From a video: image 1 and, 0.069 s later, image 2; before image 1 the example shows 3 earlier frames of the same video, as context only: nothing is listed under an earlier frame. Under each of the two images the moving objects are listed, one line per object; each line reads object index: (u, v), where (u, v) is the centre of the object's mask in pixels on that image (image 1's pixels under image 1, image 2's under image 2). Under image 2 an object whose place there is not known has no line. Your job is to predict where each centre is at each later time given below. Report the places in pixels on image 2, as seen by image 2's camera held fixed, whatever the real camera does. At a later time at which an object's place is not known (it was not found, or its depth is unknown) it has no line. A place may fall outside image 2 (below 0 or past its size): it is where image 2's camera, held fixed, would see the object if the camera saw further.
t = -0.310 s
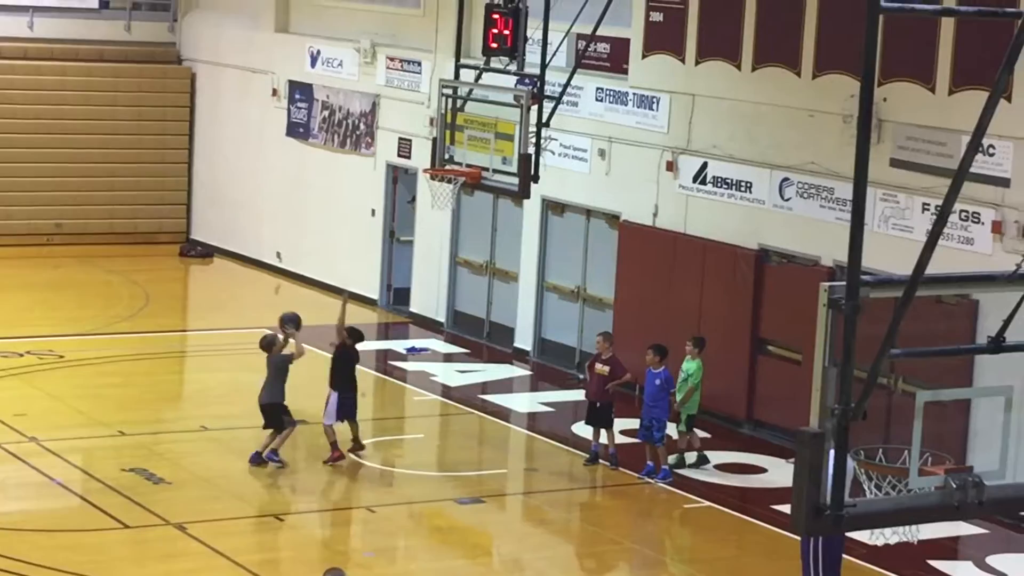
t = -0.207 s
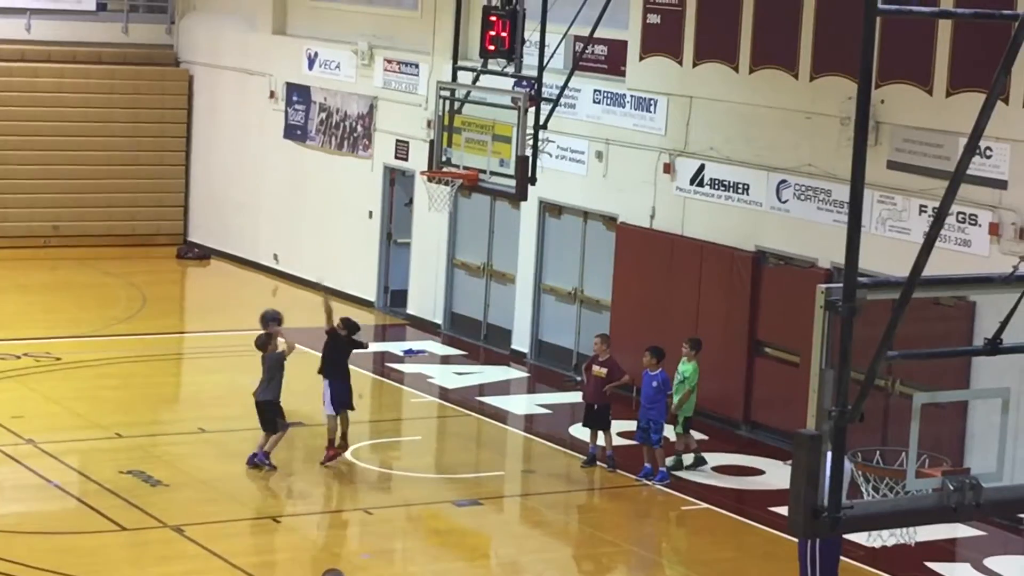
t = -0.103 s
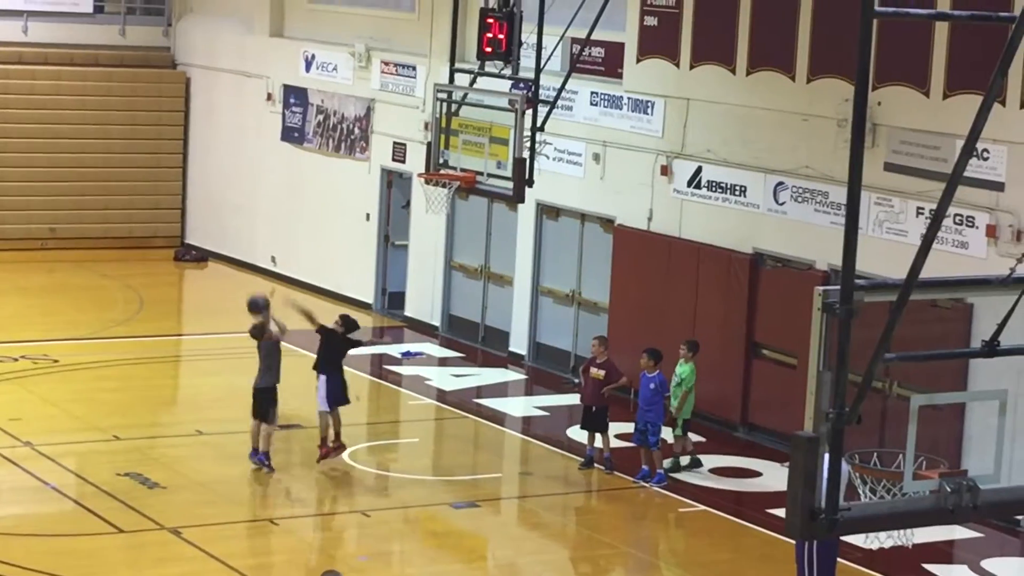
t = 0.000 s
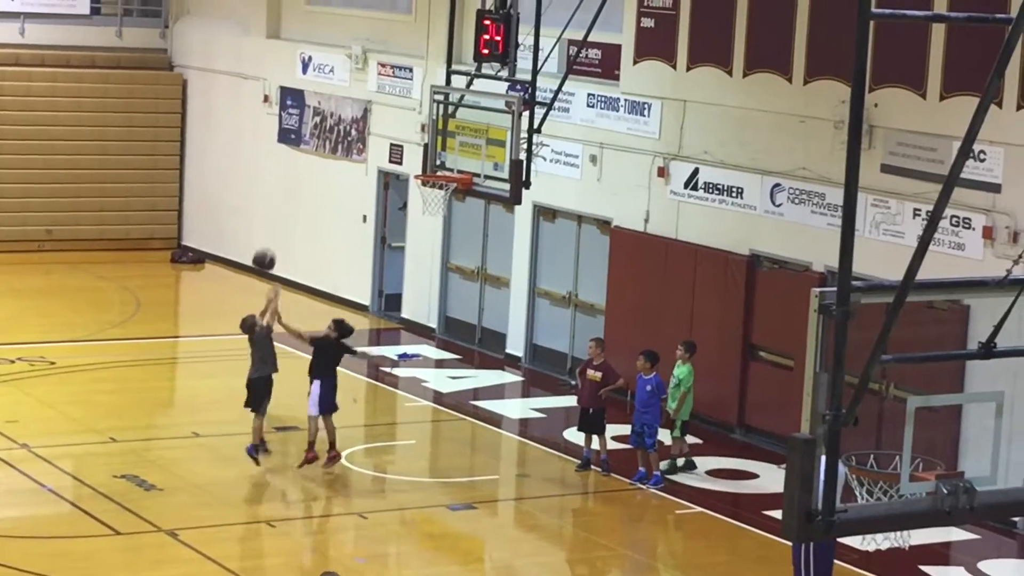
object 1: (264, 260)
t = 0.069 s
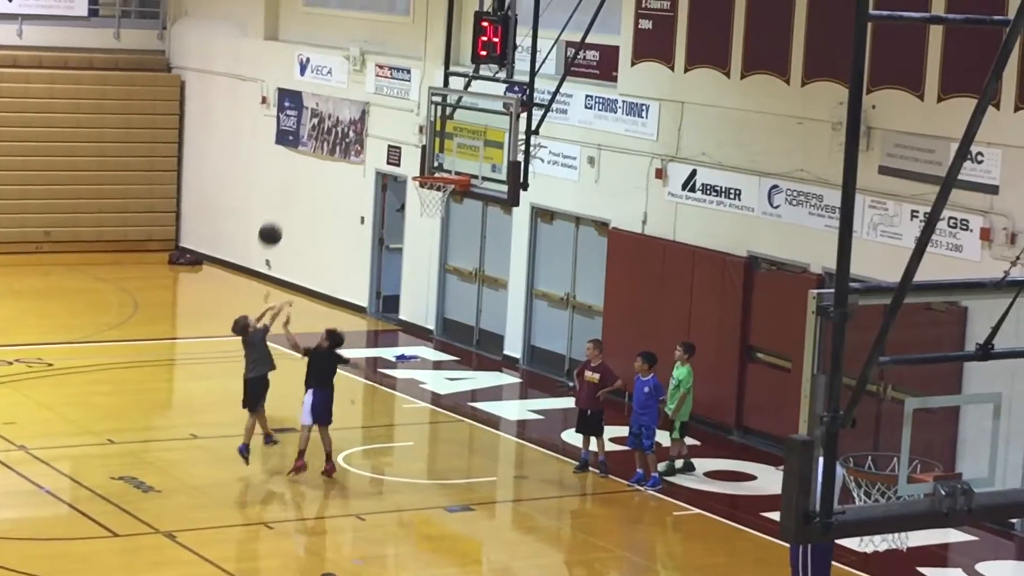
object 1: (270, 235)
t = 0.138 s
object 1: (279, 210)
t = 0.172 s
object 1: (283, 199)
